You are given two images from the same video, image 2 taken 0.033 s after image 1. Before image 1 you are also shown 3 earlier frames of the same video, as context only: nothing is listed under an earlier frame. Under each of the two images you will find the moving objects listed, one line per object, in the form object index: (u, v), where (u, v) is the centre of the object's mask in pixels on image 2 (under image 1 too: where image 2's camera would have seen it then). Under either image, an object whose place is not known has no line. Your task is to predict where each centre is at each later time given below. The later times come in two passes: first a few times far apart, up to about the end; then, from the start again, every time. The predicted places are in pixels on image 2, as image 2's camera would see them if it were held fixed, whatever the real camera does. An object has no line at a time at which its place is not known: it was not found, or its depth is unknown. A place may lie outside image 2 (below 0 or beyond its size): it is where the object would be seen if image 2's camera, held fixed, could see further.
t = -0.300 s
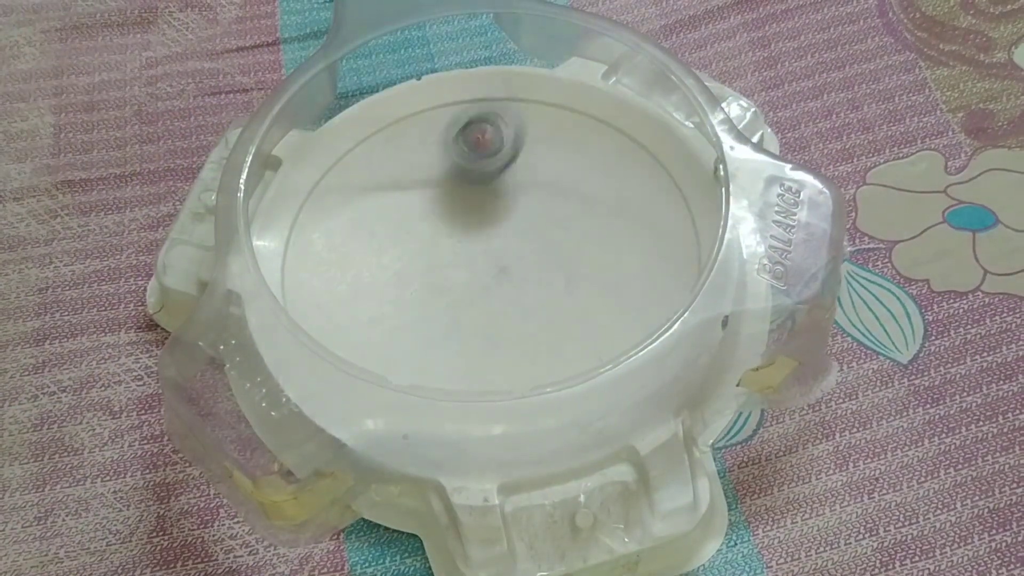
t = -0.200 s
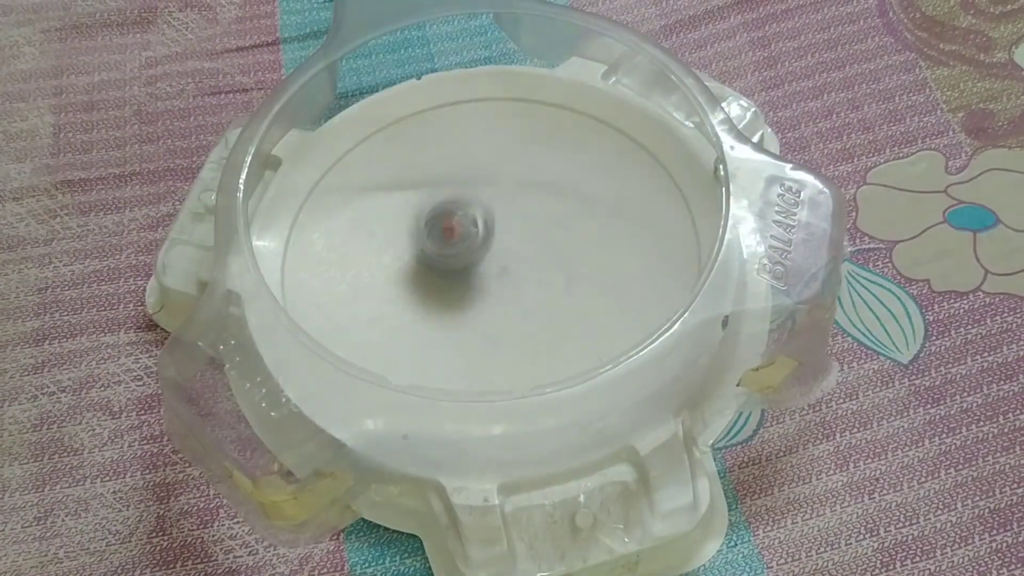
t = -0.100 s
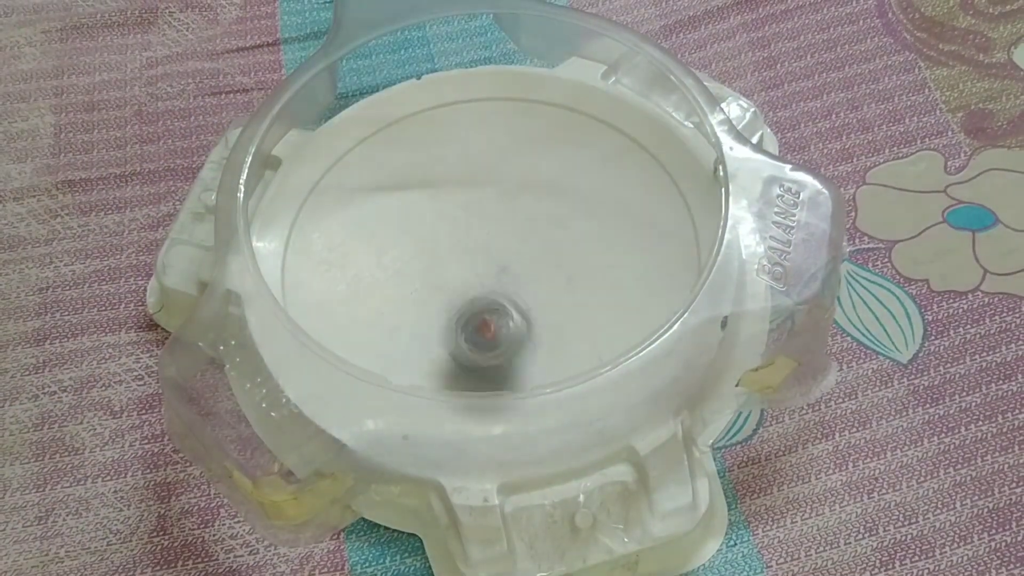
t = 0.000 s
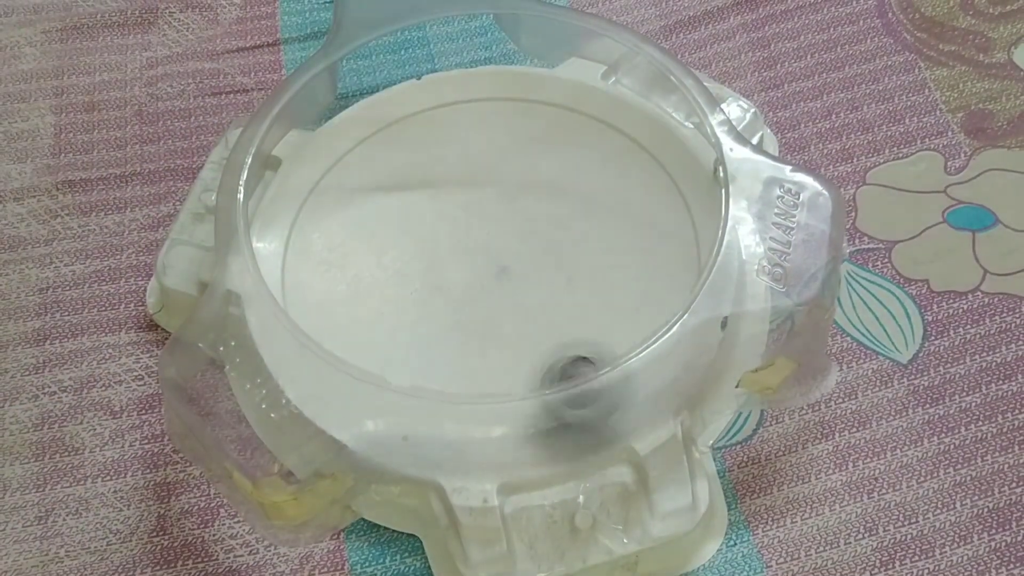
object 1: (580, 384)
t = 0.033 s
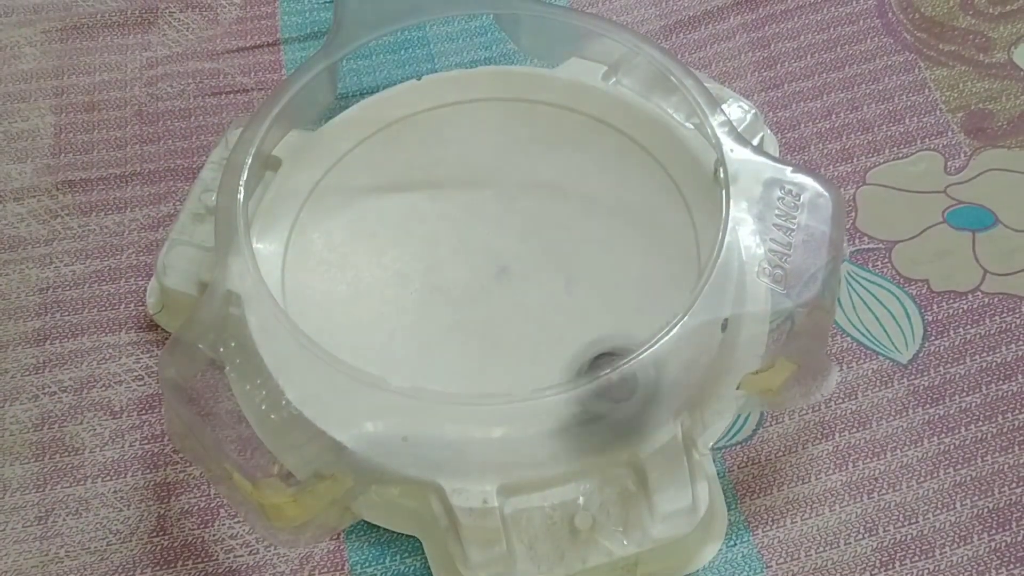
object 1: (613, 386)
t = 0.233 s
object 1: (679, 237)
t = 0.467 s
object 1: (481, 170)
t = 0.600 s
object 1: (363, 276)
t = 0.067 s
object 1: (643, 376)
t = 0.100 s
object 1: (648, 330)
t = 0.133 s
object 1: (666, 311)
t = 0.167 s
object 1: (672, 292)
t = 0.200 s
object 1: (677, 266)
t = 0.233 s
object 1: (679, 237)
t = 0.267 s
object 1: (668, 207)
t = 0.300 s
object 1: (645, 186)
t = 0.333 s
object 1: (617, 170)
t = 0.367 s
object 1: (587, 161)
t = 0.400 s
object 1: (552, 157)
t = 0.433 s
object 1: (516, 160)
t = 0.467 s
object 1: (481, 170)
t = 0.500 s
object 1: (448, 186)
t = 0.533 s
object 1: (412, 215)
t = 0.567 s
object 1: (381, 243)
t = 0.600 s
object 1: (363, 276)
